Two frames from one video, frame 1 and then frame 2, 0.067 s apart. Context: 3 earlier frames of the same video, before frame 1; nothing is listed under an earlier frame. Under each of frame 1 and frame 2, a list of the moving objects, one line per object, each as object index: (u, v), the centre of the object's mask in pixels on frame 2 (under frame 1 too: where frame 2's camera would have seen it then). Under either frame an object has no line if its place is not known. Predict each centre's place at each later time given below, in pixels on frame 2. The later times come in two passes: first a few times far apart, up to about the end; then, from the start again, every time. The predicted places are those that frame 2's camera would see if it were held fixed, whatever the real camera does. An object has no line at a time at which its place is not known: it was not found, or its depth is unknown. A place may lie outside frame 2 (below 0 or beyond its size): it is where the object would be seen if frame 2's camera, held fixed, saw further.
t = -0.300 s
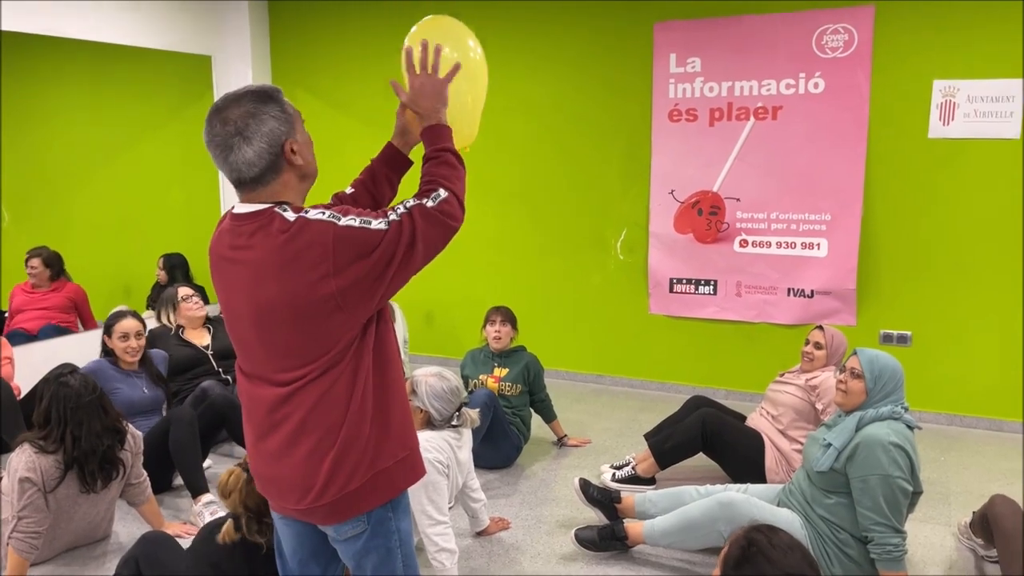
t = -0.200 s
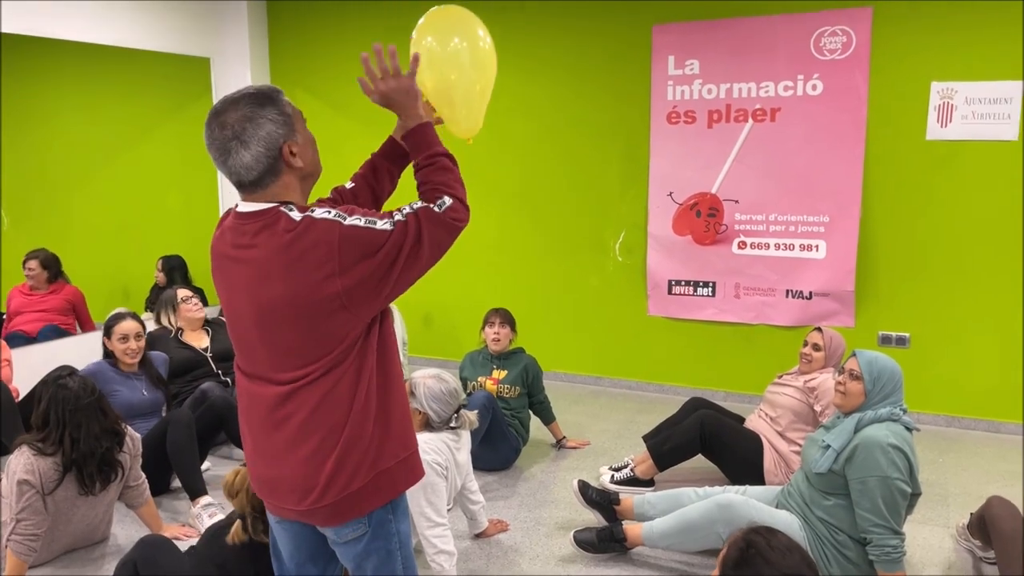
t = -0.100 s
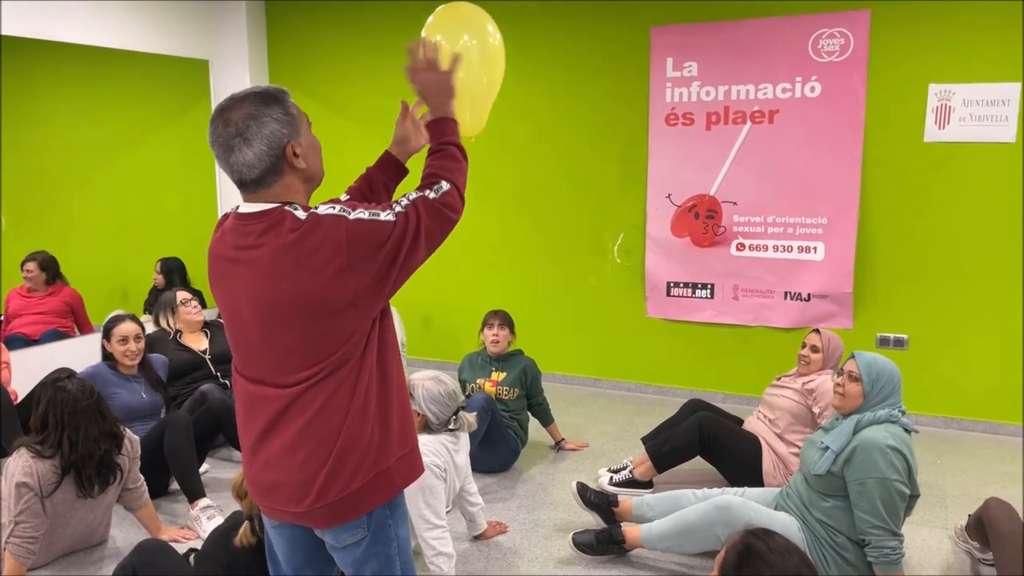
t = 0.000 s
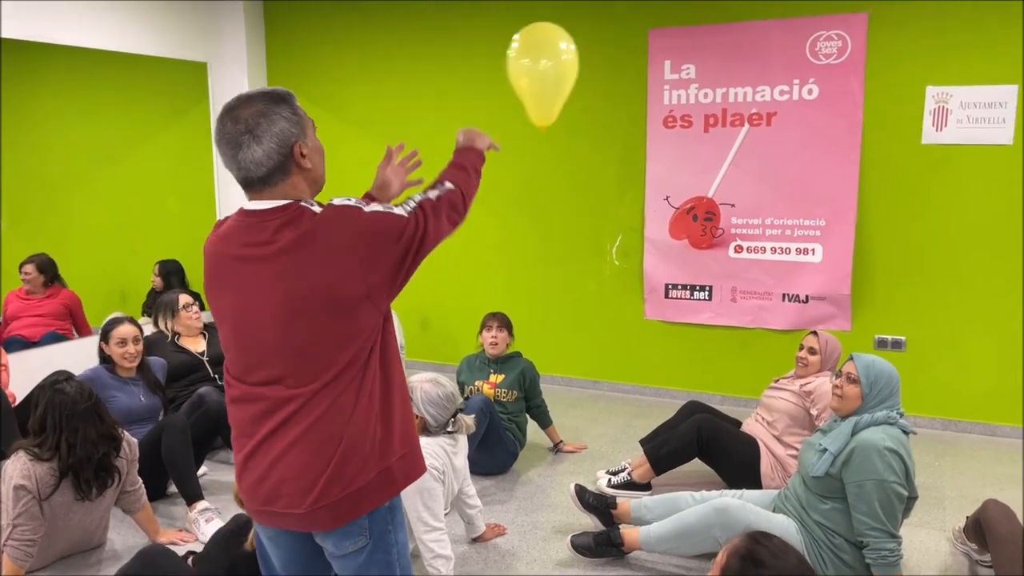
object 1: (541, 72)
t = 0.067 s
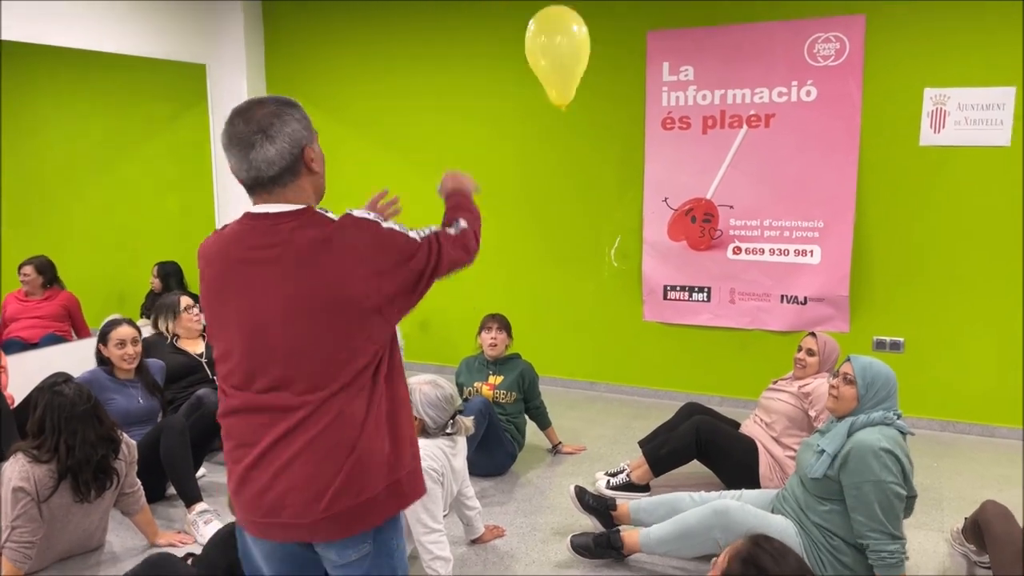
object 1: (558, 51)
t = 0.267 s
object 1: (556, 26)
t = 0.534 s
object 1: (561, 45)
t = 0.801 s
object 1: (576, 91)
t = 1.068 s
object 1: (584, 144)
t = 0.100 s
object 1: (558, 41)
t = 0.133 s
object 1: (558, 35)
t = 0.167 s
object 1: (557, 31)
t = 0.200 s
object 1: (556, 28)
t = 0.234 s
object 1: (556, 27)
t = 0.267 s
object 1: (556, 26)
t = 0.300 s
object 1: (556, 26)
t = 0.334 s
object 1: (556, 27)
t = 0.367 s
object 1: (556, 28)
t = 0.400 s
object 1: (557, 30)
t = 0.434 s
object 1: (558, 33)
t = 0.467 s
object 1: (559, 37)
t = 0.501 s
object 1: (560, 40)
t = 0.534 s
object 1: (561, 45)
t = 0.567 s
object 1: (563, 50)
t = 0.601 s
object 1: (564, 55)
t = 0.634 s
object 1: (566, 60)
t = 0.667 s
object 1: (568, 66)
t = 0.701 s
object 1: (570, 72)
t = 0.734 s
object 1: (572, 78)
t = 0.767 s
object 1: (574, 85)
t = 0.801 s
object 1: (576, 91)
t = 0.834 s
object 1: (578, 98)
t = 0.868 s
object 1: (579, 104)
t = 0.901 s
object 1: (581, 111)
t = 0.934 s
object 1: (582, 118)
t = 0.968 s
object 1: (583, 124)
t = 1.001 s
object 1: (583, 131)
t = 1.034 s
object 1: (584, 137)
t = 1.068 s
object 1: (584, 144)
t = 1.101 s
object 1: (583, 151)
